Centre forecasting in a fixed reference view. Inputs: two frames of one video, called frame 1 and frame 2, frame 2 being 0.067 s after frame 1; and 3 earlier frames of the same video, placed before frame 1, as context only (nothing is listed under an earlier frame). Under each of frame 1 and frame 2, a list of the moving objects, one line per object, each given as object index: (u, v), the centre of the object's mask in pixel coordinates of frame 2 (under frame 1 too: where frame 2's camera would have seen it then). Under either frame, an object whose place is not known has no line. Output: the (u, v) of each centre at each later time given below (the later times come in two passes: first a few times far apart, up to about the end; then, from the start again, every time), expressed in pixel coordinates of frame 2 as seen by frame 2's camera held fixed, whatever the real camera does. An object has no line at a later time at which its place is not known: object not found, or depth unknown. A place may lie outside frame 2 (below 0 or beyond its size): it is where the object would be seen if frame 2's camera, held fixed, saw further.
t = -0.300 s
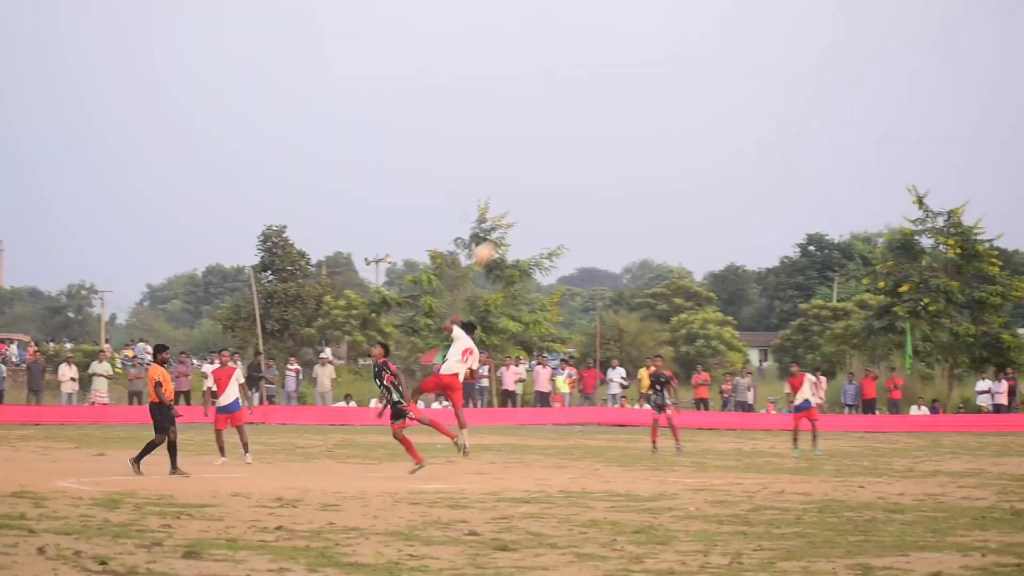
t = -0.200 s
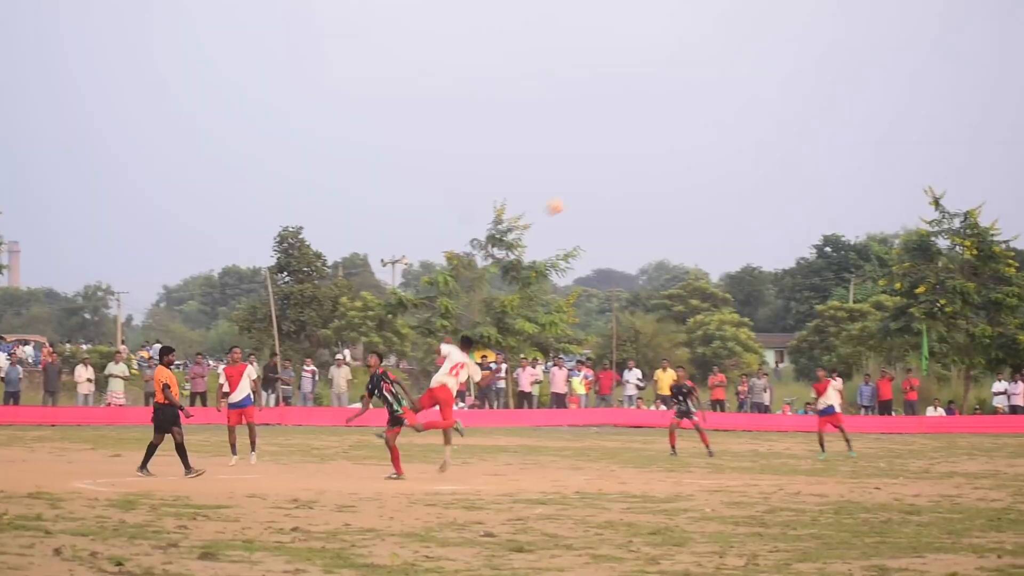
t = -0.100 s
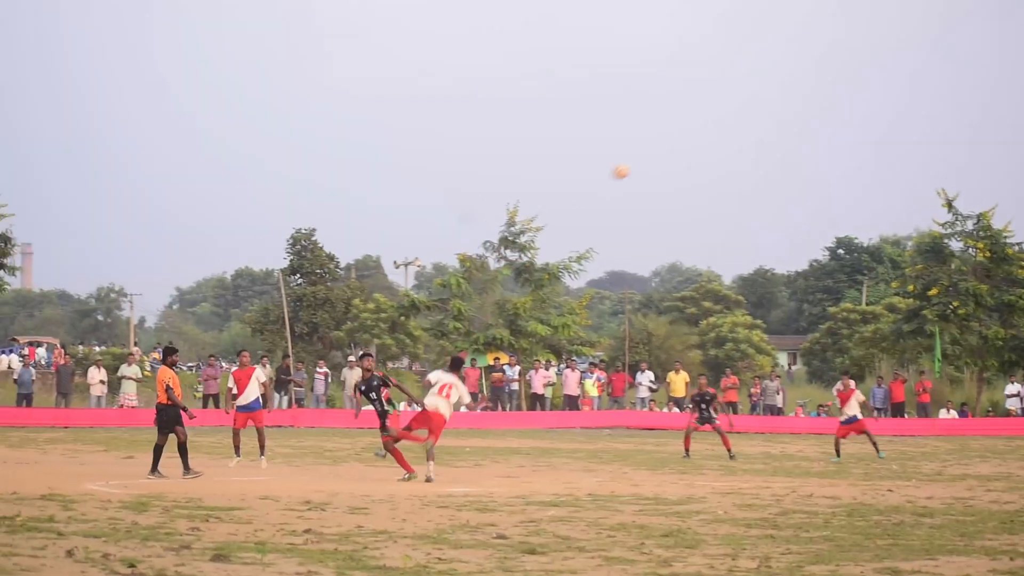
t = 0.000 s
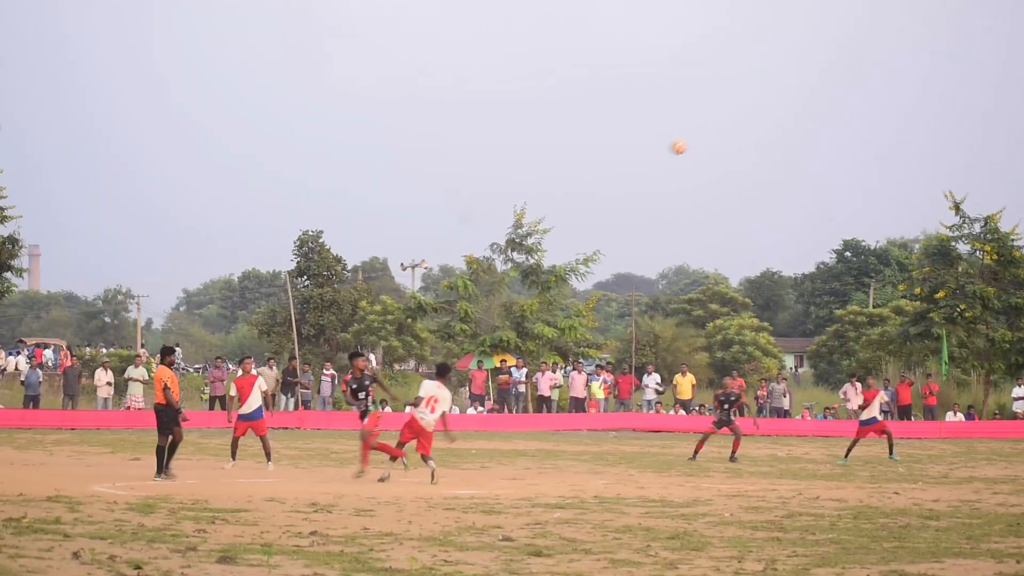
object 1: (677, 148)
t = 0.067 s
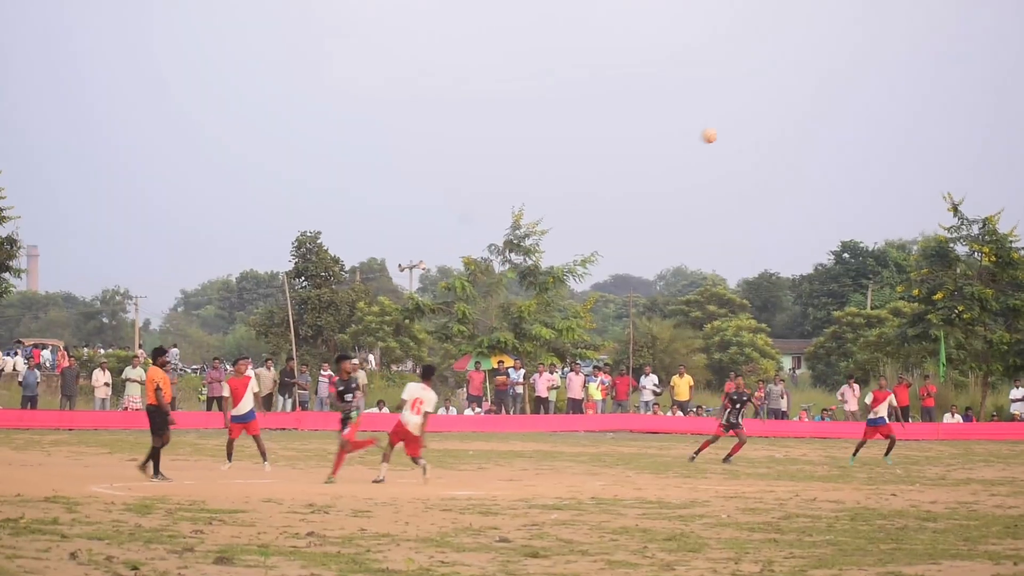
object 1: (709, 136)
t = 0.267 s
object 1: (800, 122)
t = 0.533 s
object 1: (913, 150)
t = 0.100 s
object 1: (725, 132)
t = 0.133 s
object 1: (740, 128)
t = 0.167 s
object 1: (756, 126)
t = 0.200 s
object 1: (770, 124)
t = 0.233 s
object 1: (785, 122)
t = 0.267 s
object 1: (800, 122)
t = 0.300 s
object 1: (814, 123)
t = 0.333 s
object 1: (829, 124)
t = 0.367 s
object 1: (843, 127)
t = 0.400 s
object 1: (857, 130)
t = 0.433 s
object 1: (871, 133)
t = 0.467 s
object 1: (885, 138)
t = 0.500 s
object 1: (899, 144)
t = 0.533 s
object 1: (913, 150)
